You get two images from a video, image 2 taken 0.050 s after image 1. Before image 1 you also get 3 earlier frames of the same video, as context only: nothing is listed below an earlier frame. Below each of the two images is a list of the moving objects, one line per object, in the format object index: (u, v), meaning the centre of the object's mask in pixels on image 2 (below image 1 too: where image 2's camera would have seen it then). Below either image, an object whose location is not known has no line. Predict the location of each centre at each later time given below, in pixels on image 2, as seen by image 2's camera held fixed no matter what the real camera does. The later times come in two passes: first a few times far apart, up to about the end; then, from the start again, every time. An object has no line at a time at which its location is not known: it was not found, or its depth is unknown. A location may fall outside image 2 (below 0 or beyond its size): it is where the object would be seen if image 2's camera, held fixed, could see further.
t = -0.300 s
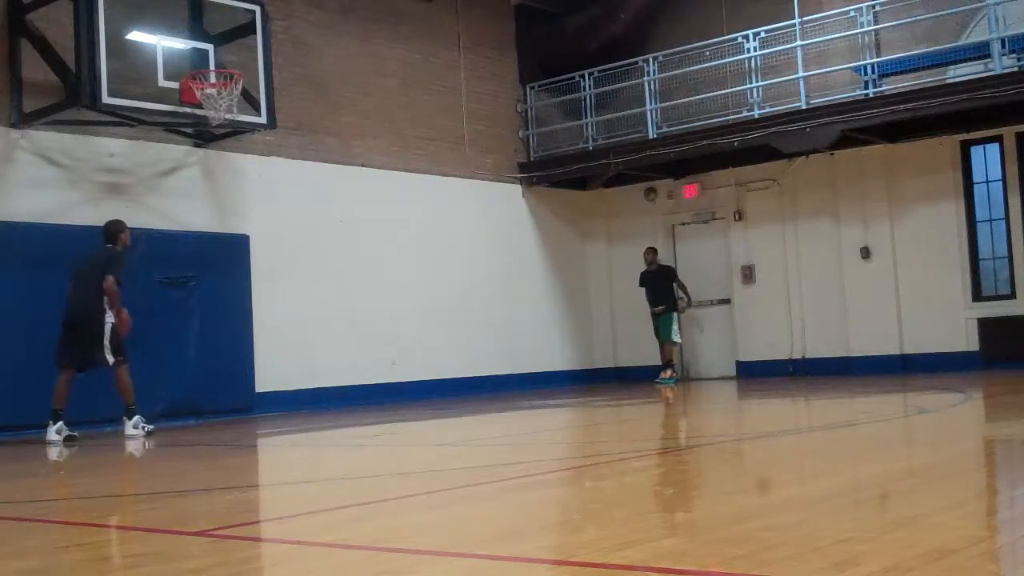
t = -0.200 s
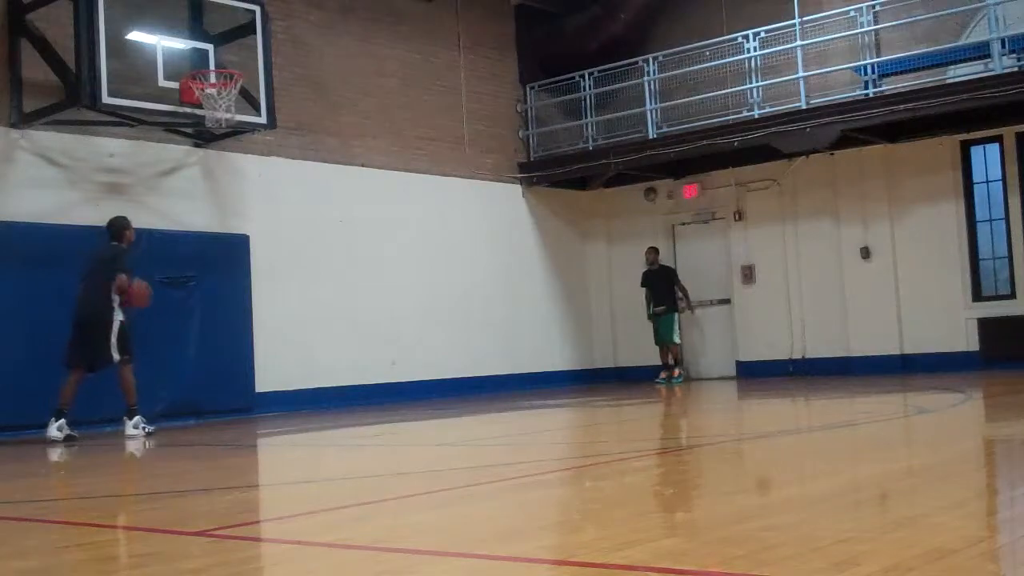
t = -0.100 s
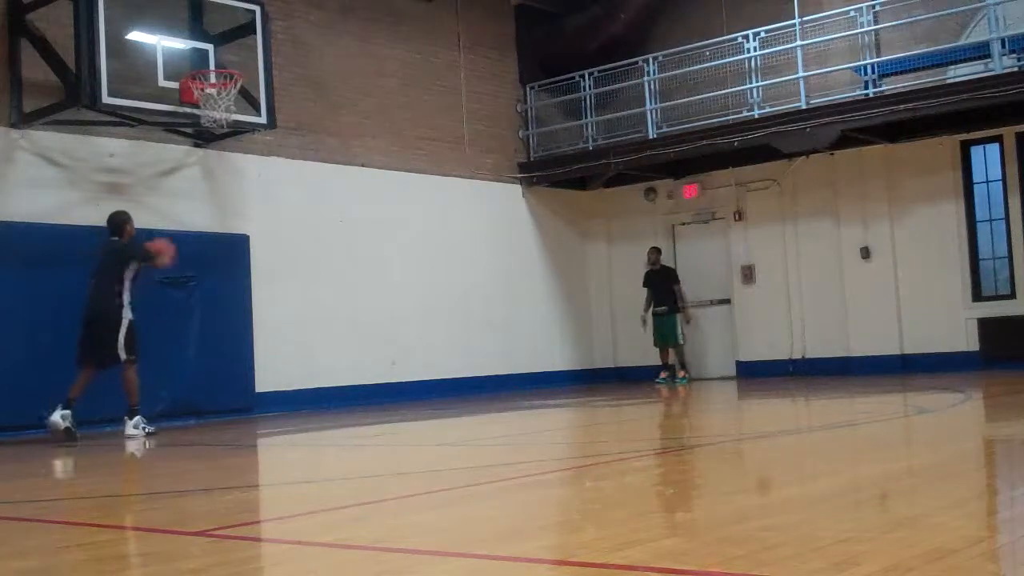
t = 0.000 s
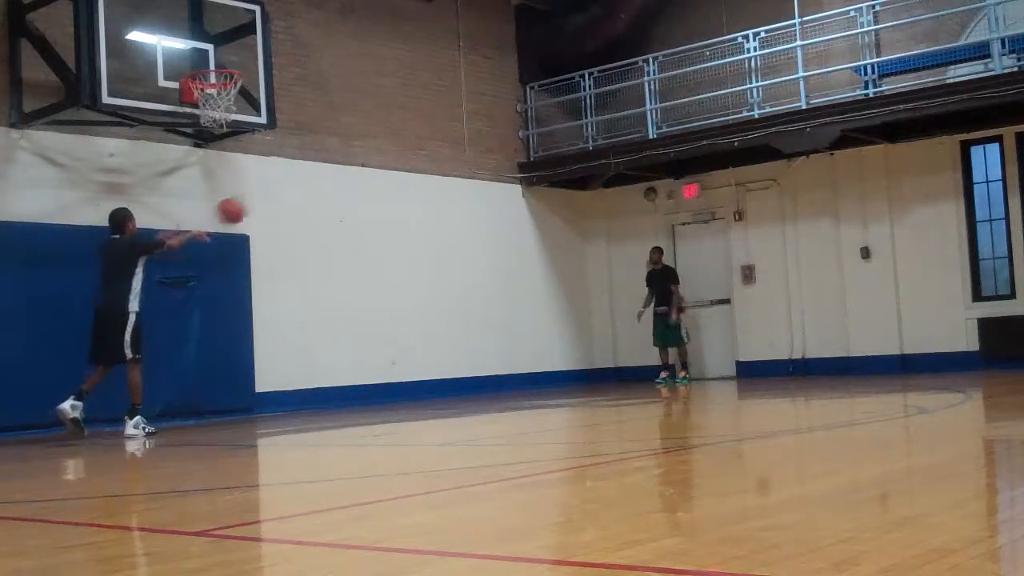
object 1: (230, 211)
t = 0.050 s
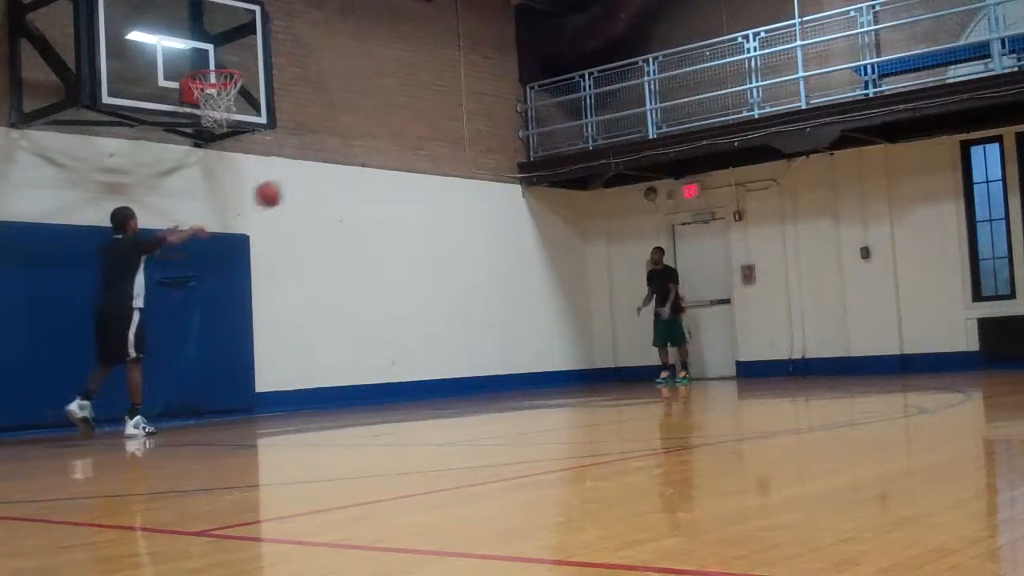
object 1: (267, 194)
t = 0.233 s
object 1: (385, 163)
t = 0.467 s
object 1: (509, 174)
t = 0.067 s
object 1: (279, 190)
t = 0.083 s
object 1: (291, 185)
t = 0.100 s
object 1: (302, 182)
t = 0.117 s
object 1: (314, 178)
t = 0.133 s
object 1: (325, 175)
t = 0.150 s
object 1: (335, 173)
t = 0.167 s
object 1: (346, 169)
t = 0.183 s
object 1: (356, 166)
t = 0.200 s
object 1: (366, 166)
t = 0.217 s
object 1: (376, 164)
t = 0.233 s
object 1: (385, 163)
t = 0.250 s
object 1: (396, 163)
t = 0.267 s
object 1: (406, 162)
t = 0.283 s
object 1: (416, 162)
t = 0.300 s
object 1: (423, 162)
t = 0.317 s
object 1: (433, 163)
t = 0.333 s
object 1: (441, 163)
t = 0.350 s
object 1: (449, 163)
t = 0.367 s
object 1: (459, 165)
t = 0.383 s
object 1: (468, 165)
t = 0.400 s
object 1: (476, 166)
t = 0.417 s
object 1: (484, 168)
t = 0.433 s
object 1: (493, 167)
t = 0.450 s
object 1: (502, 172)
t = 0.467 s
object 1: (509, 174)
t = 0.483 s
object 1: (517, 176)
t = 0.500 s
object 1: (524, 178)
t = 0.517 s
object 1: (532, 181)
